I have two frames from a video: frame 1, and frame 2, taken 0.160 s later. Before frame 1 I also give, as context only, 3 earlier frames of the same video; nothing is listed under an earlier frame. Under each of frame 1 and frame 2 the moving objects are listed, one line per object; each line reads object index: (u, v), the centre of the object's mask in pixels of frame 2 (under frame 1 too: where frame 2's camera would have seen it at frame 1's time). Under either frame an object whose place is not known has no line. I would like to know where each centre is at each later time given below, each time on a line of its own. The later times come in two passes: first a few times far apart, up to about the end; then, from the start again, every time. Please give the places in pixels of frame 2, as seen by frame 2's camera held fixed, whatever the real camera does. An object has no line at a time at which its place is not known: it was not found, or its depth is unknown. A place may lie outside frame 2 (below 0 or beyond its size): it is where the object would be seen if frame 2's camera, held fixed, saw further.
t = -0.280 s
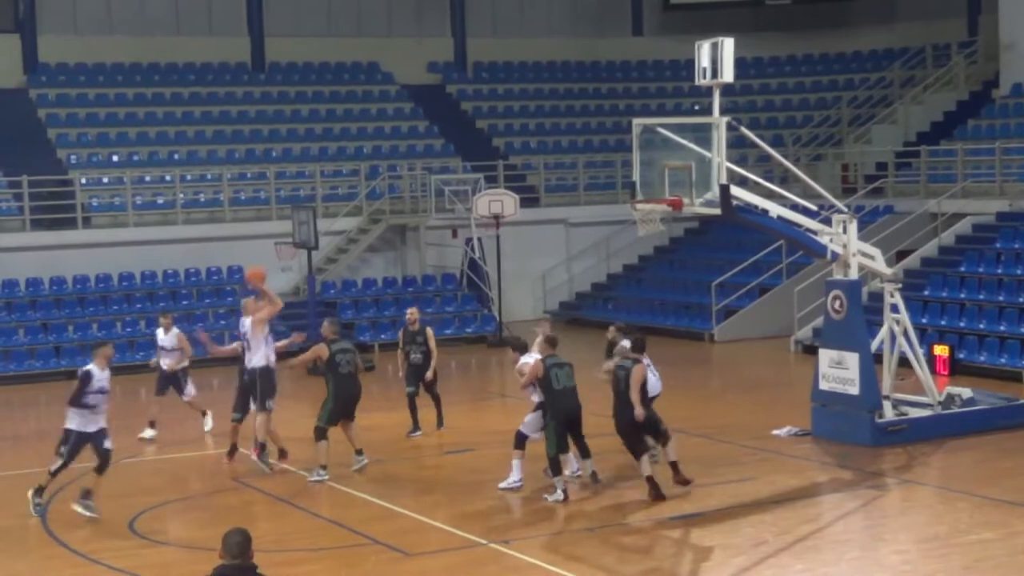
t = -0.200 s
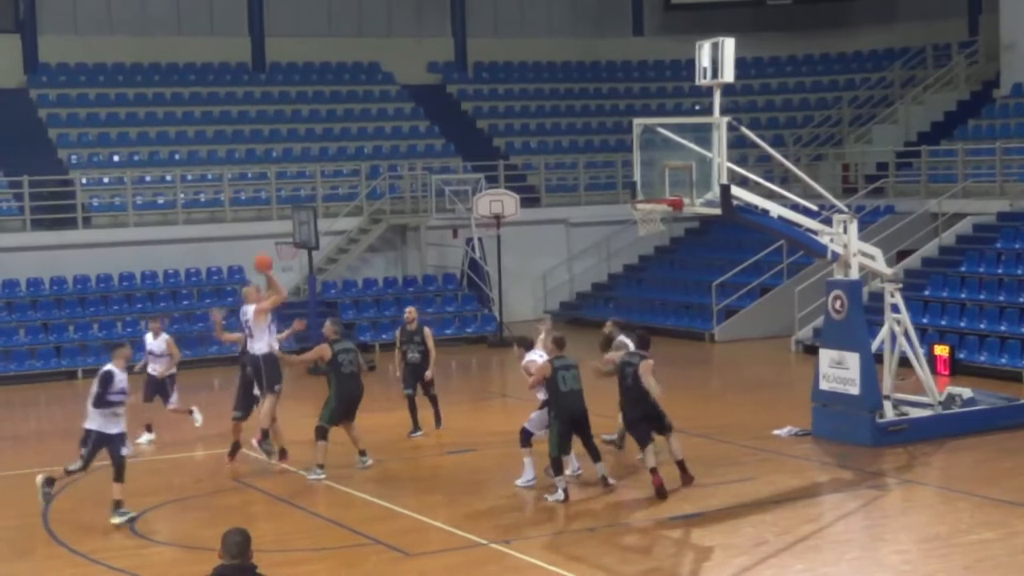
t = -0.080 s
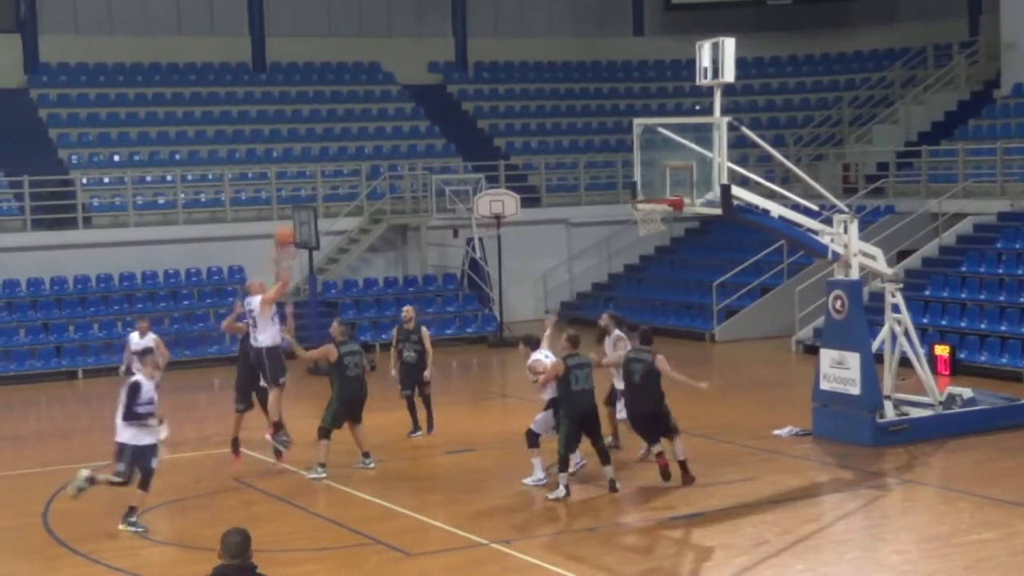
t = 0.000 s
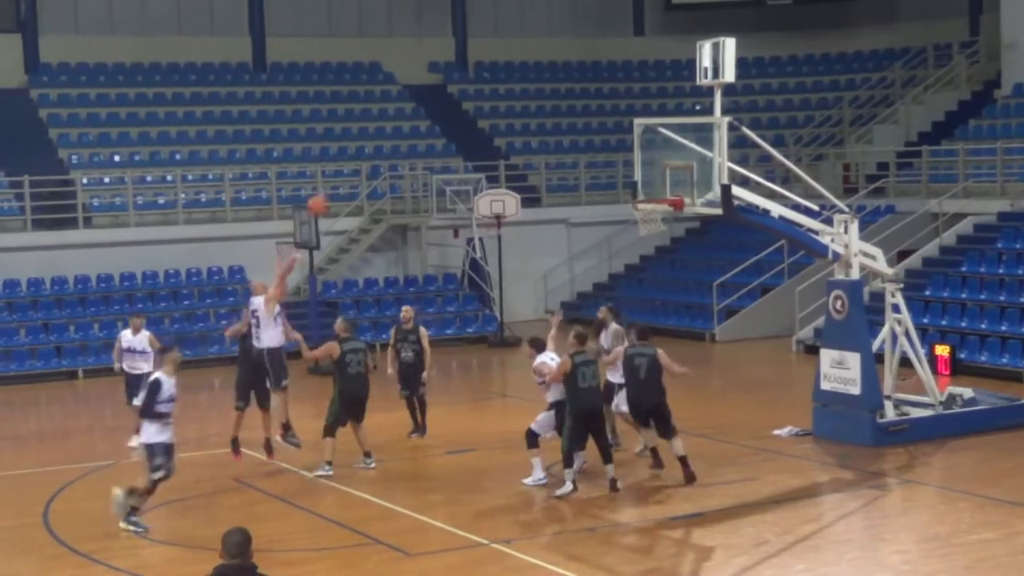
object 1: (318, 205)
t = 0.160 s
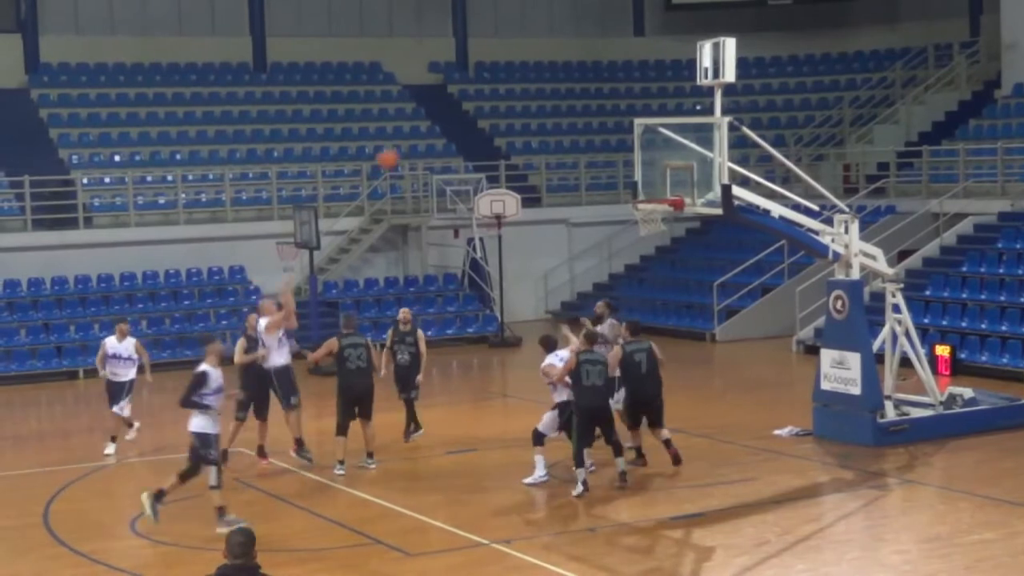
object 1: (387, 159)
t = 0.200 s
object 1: (405, 151)
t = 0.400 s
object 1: (492, 129)
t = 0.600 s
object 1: (580, 143)
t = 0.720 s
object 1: (632, 166)
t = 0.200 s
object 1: (405, 151)
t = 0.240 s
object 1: (422, 144)
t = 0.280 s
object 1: (440, 138)
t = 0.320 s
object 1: (457, 134)
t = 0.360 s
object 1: (474, 132)
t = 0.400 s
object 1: (492, 129)
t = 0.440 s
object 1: (510, 129)
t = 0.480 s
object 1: (527, 130)
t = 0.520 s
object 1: (545, 133)
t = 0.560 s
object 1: (562, 137)
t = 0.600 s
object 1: (580, 143)
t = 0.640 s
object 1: (598, 149)
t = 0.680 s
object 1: (615, 157)
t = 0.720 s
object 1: (632, 166)
